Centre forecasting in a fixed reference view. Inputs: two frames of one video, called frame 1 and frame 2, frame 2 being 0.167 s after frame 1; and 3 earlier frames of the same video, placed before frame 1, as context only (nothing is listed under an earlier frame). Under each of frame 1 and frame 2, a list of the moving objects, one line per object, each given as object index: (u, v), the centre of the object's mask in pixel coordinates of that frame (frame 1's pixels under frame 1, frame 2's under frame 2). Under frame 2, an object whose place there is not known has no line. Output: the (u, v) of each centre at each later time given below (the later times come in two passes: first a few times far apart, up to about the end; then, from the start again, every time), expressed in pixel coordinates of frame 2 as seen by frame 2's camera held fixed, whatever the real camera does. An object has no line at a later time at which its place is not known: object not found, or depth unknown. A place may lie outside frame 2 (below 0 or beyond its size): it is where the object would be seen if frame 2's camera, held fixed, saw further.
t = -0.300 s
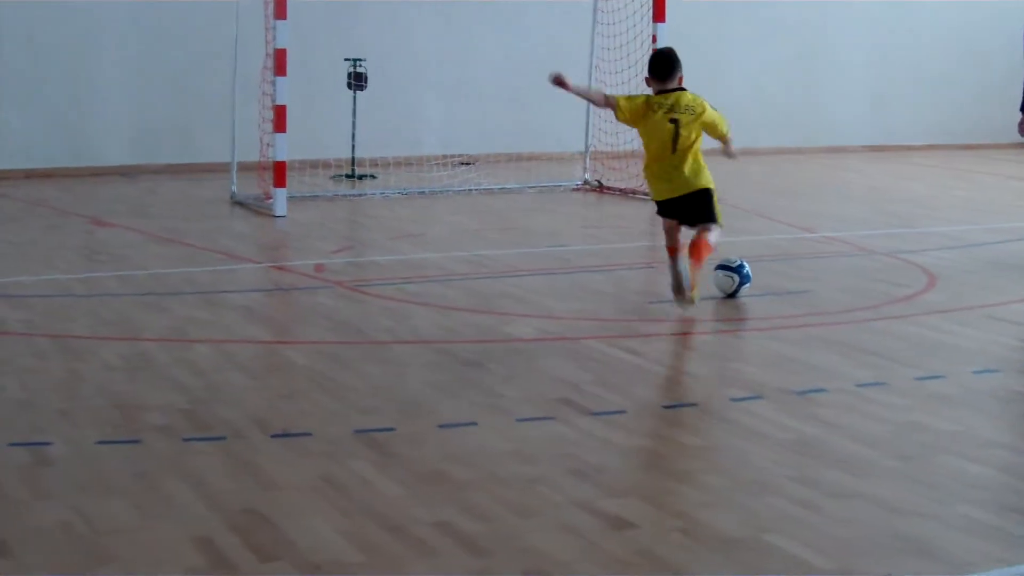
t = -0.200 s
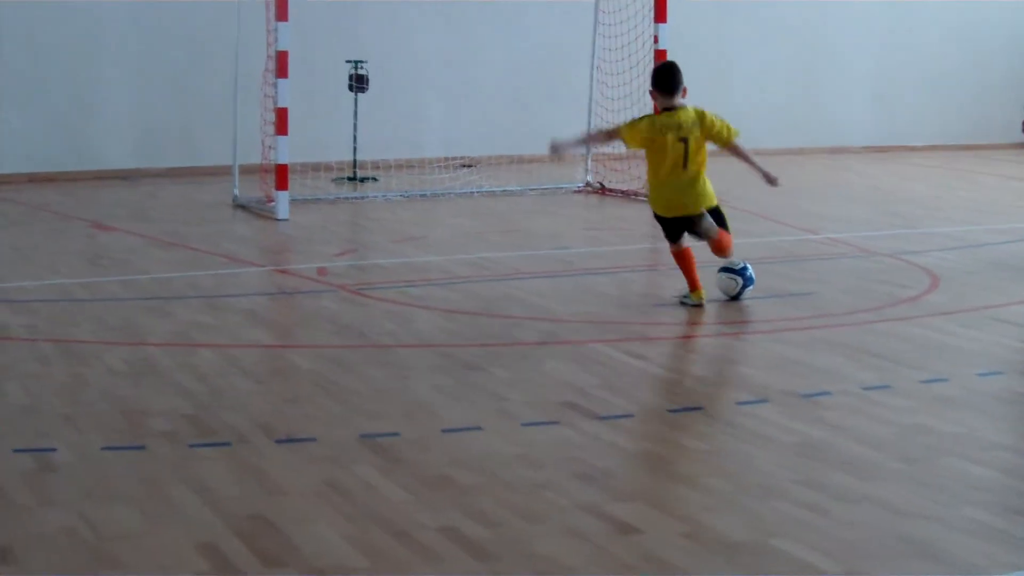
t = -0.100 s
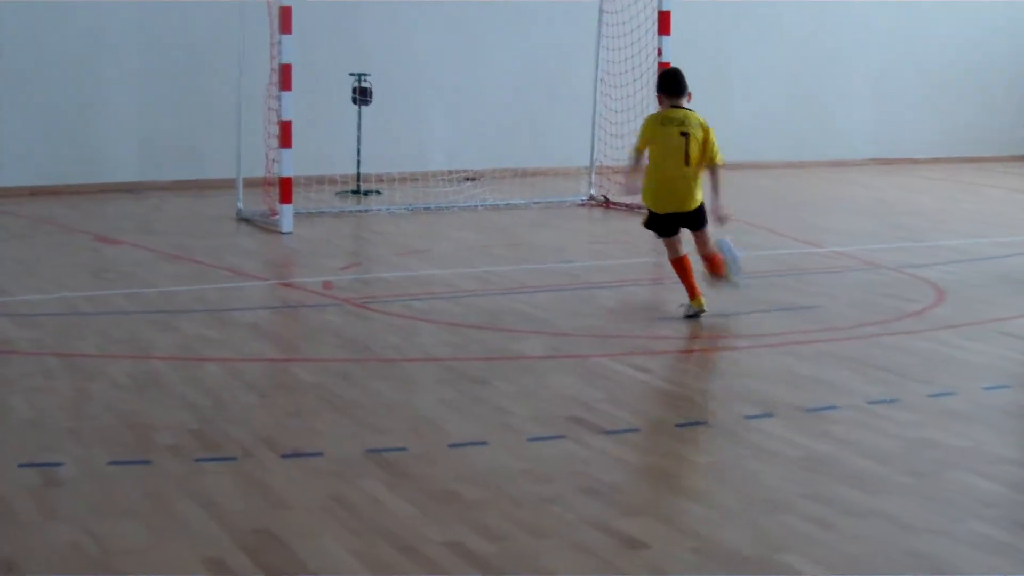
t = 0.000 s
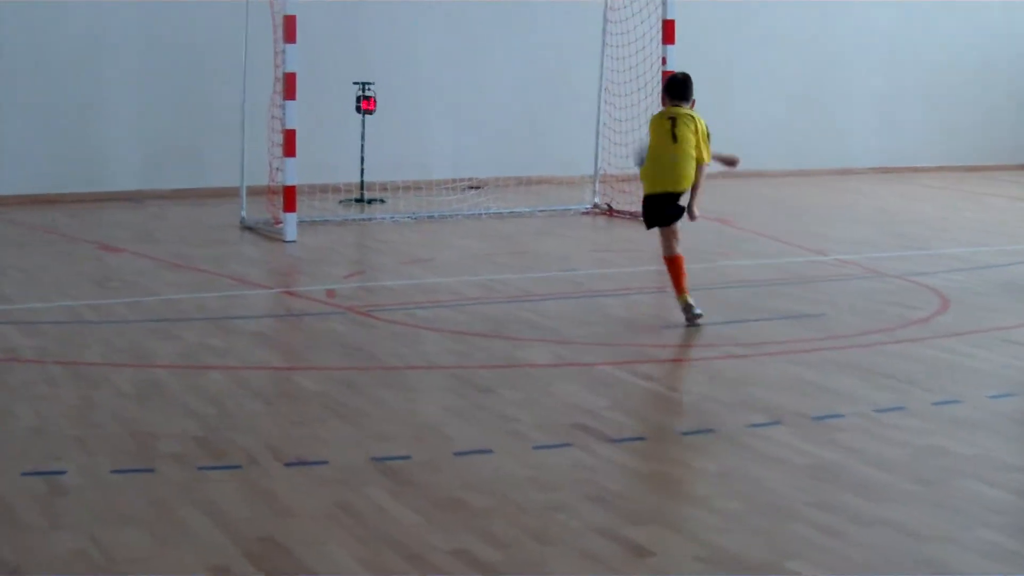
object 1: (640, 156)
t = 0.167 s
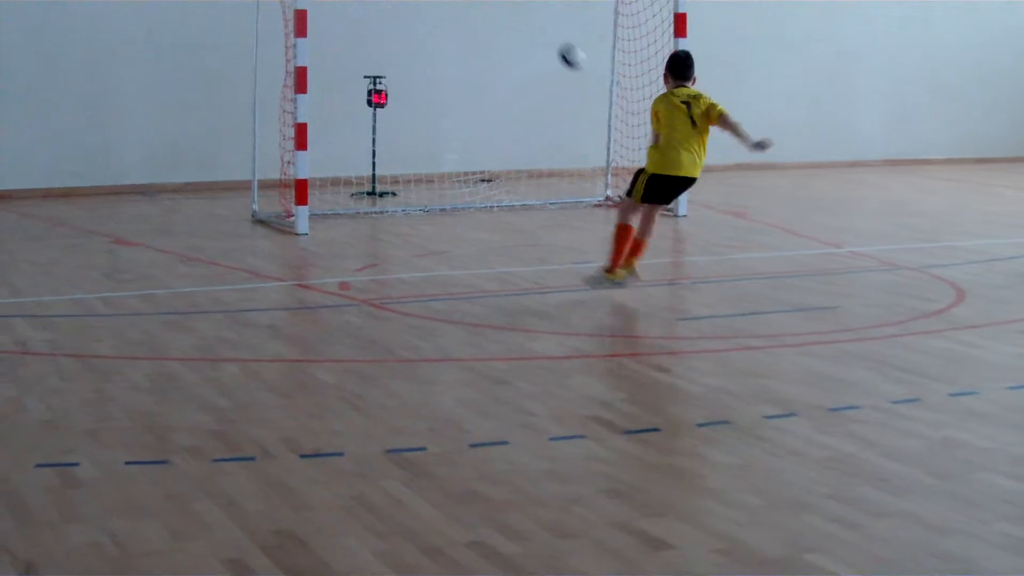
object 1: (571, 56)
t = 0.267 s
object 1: (555, 26)
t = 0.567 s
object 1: (559, 75)
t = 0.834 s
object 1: (557, 193)
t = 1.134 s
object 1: (552, 90)
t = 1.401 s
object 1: (547, 95)
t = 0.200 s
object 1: (556, 47)
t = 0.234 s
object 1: (552, 35)
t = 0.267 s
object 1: (555, 26)
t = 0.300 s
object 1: (559, 19)
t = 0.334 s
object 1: (563, 18)
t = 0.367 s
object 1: (563, 20)
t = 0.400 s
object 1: (563, 26)
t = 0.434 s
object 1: (561, 32)
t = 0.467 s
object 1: (560, 41)
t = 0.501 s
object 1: (560, 50)
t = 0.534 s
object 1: (560, 62)
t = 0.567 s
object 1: (559, 75)
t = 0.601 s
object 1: (558, 89)
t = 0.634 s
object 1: (558, 106)
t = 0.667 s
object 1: (559, 123)
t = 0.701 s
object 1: (558, 143)
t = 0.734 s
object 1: (558, 163)
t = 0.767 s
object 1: (558, 186)
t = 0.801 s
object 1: (557, 206)
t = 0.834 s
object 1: (557, 193)
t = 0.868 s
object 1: (556, 177)
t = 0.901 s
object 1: (556, 162)
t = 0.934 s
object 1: (555, 148)
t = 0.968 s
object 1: (554, 135)
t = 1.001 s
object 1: (553, 123)
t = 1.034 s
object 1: (554, 113)
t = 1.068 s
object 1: (554, 105)
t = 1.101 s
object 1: (553, 96)
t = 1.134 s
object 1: (552, 90)
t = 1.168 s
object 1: (552, 86)
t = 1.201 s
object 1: (552, 82)
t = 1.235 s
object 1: (551, 81)
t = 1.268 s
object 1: (550, 80)
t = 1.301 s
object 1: (550, 81)
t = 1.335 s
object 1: (549, 84)
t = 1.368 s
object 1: (548, 89)
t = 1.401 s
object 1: (547, 95)
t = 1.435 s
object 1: (547, 102)
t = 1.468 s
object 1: (546, 111)
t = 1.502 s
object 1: (544, 122)
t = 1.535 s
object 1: (544, 136)
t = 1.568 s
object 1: (542, 151)
